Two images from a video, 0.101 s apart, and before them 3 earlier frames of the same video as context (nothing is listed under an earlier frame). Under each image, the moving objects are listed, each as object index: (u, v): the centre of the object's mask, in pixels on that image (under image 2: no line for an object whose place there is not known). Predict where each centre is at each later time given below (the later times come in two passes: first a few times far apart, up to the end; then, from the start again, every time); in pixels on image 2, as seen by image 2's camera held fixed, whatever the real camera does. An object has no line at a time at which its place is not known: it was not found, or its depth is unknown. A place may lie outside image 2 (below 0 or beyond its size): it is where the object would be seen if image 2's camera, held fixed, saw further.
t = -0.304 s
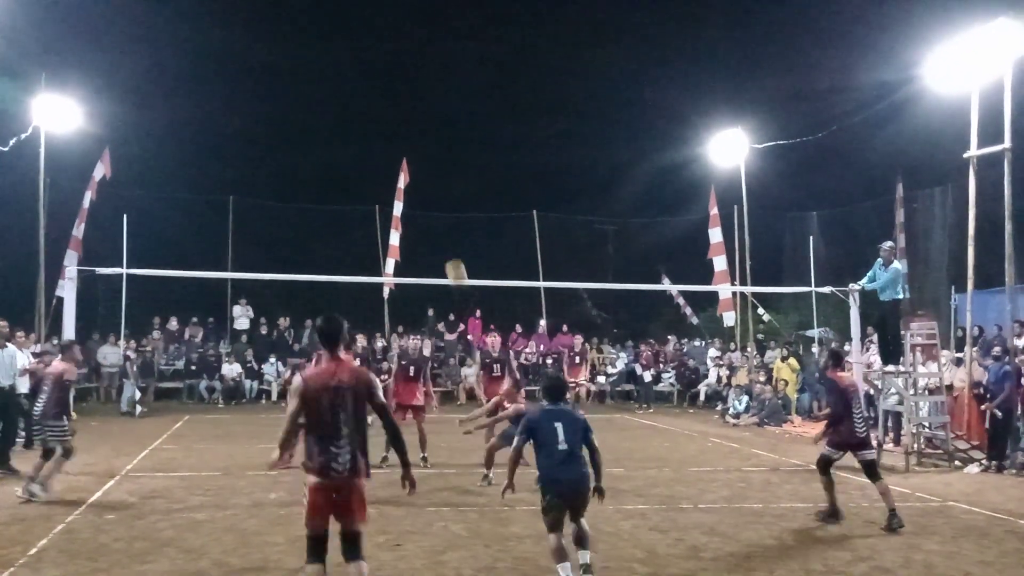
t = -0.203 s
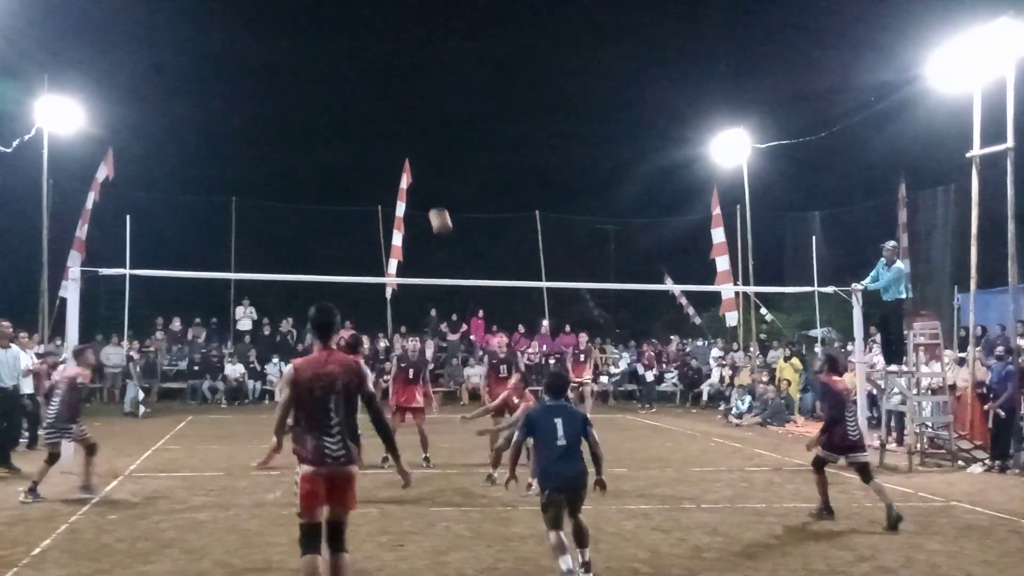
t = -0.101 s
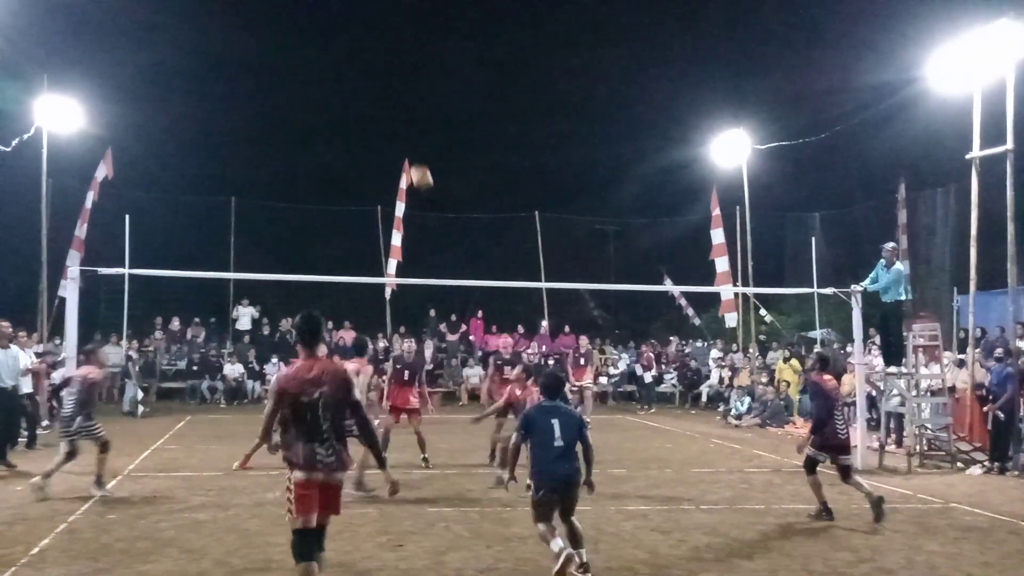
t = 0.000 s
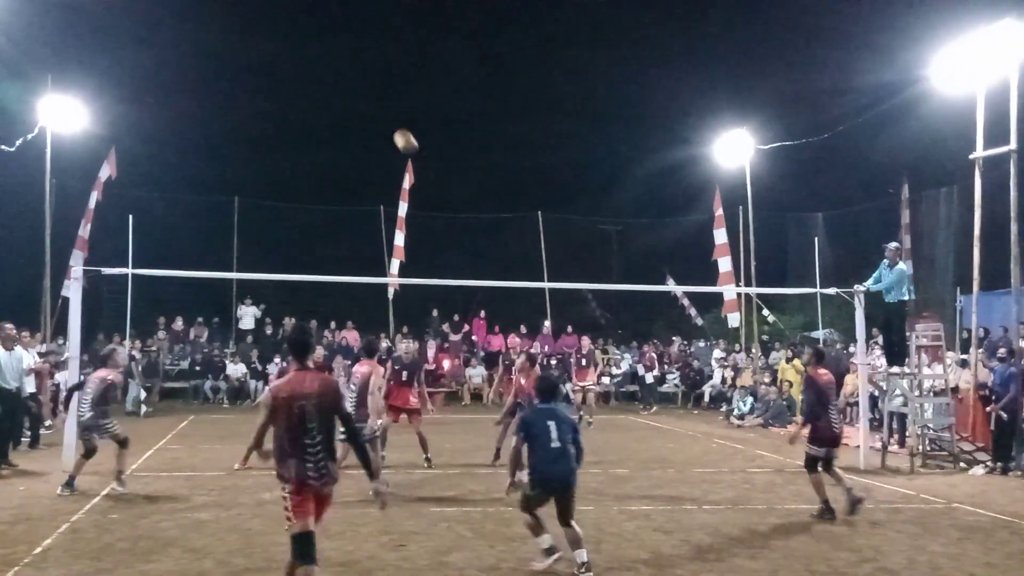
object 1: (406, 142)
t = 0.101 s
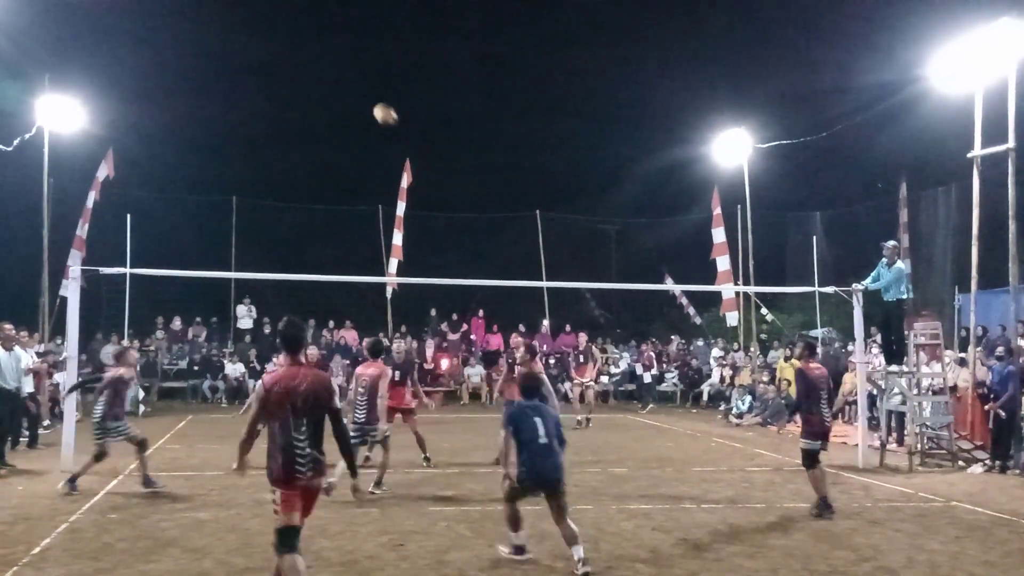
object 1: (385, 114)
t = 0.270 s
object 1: (354, 90)
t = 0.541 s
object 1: (302, 101)
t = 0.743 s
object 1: (263, 150)
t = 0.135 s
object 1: (379, 107)
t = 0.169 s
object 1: (373, 102)
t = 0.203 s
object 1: (366, 97)
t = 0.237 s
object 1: (360, 93)
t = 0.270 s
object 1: (354, 90)
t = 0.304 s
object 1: (348, 88)
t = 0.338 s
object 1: (341, 87)
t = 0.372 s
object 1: (335, 87)
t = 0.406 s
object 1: (328, 88)
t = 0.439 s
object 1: (322, 89)
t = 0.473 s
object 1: (315, 93)
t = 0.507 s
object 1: (309, 96)
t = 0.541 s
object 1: (302, 101)
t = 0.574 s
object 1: (296, 107)
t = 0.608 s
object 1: (289, 114)
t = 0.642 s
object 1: (283, 122)
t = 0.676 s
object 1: (276, 130)
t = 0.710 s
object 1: (269, 140)
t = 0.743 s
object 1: (263, 150)
